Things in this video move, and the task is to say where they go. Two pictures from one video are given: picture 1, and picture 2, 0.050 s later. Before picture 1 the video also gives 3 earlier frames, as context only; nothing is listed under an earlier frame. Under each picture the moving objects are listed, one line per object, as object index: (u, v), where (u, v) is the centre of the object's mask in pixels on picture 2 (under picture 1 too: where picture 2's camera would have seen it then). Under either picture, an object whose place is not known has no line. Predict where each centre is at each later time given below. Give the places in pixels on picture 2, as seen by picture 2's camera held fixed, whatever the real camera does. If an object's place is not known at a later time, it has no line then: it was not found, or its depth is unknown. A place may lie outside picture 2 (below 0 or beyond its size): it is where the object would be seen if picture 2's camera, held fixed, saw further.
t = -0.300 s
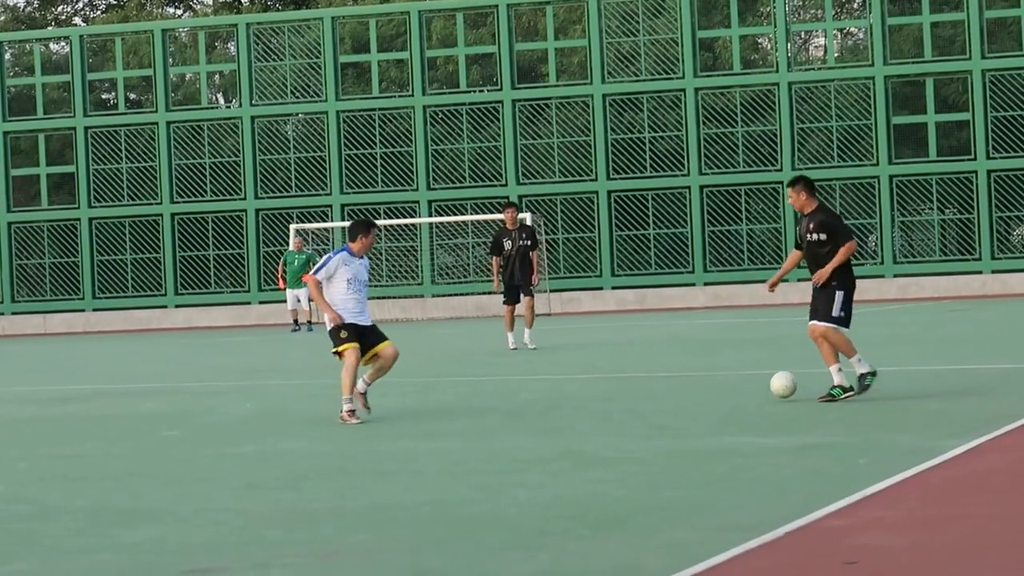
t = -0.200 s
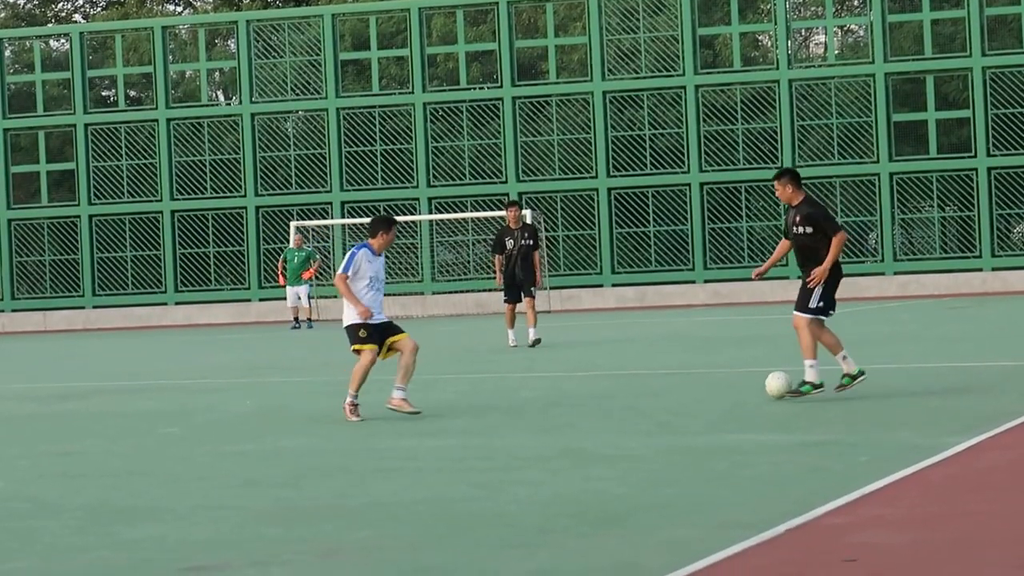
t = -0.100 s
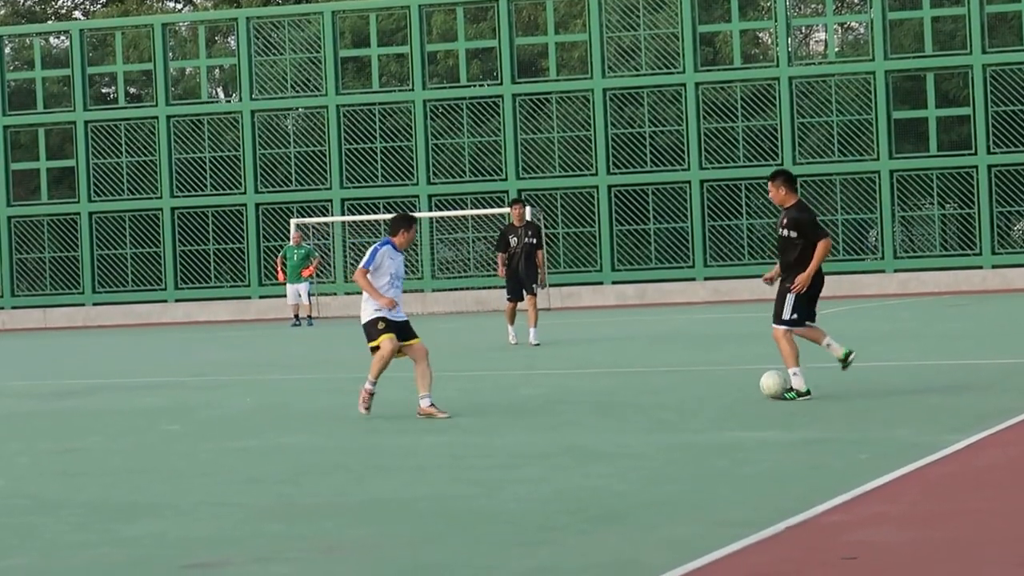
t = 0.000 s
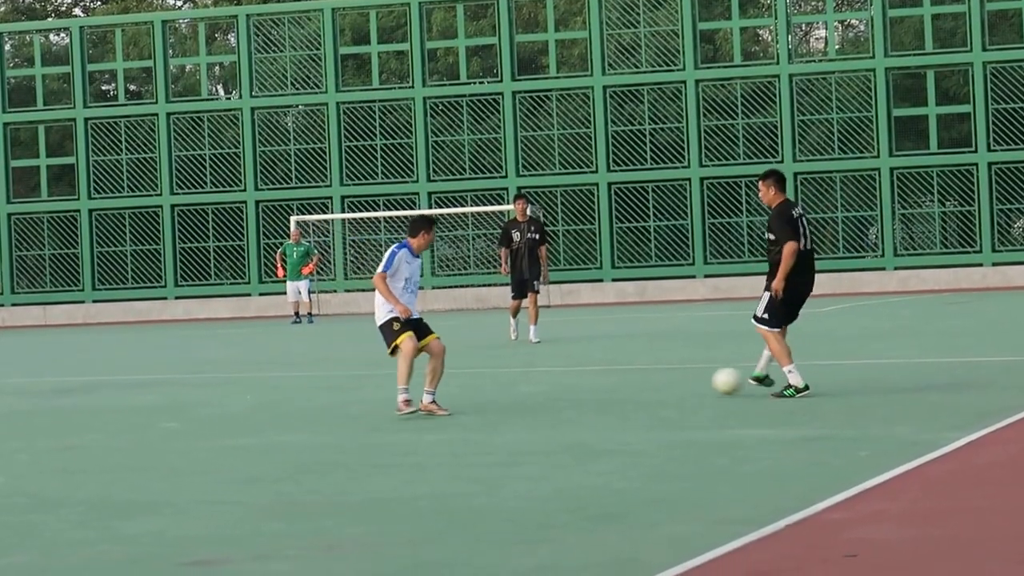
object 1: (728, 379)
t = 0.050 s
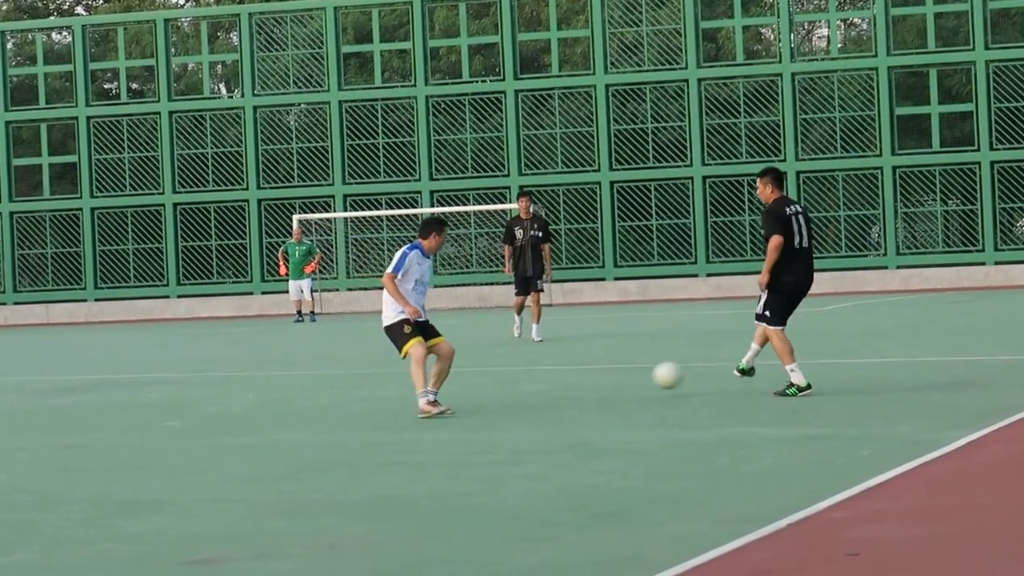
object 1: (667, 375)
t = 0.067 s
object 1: (645, 375)
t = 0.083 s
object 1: (625, 375)
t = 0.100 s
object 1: (605, 375)
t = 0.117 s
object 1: (583, 376)
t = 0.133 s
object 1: (563, 377)
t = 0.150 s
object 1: (543, 379)
